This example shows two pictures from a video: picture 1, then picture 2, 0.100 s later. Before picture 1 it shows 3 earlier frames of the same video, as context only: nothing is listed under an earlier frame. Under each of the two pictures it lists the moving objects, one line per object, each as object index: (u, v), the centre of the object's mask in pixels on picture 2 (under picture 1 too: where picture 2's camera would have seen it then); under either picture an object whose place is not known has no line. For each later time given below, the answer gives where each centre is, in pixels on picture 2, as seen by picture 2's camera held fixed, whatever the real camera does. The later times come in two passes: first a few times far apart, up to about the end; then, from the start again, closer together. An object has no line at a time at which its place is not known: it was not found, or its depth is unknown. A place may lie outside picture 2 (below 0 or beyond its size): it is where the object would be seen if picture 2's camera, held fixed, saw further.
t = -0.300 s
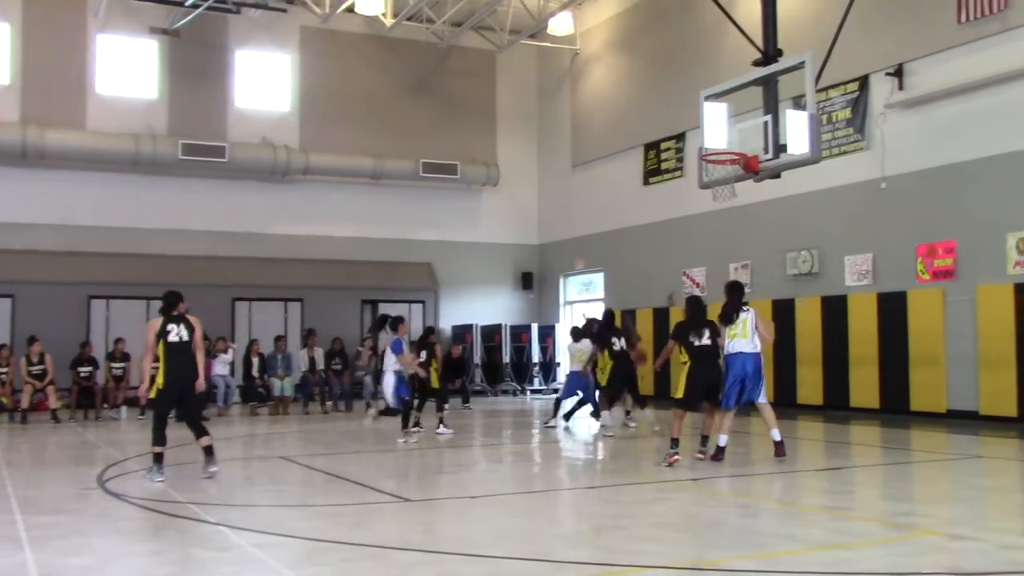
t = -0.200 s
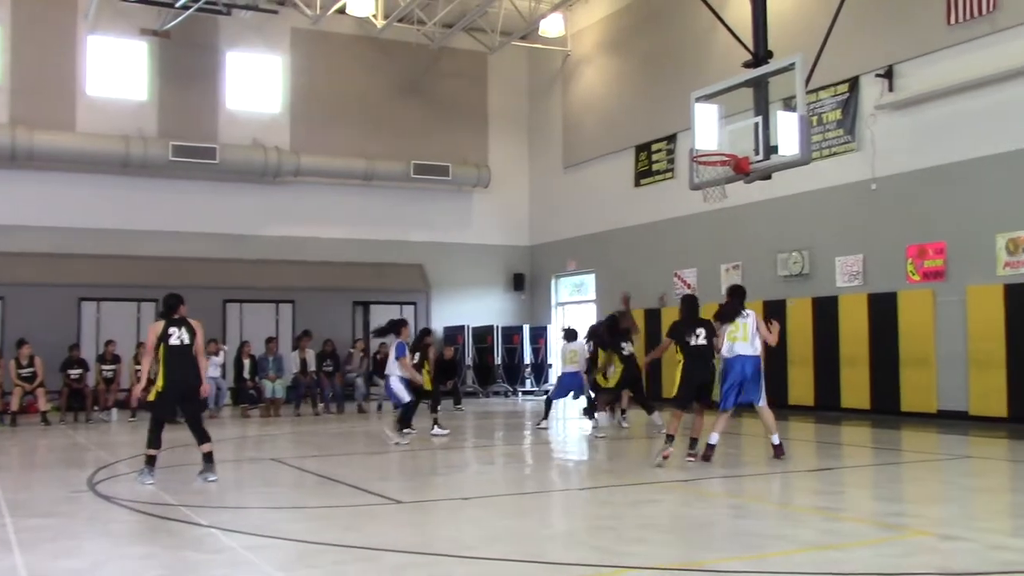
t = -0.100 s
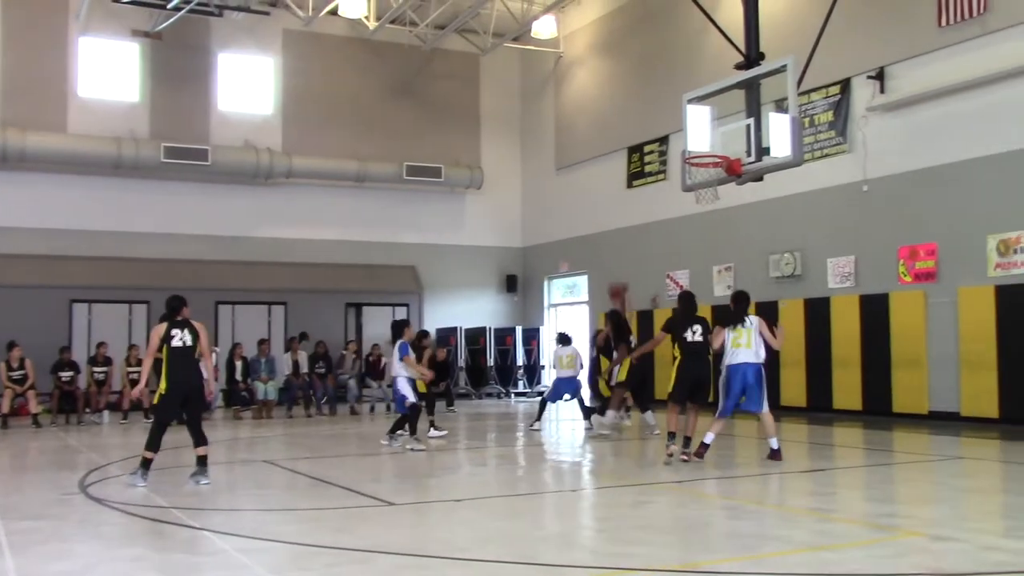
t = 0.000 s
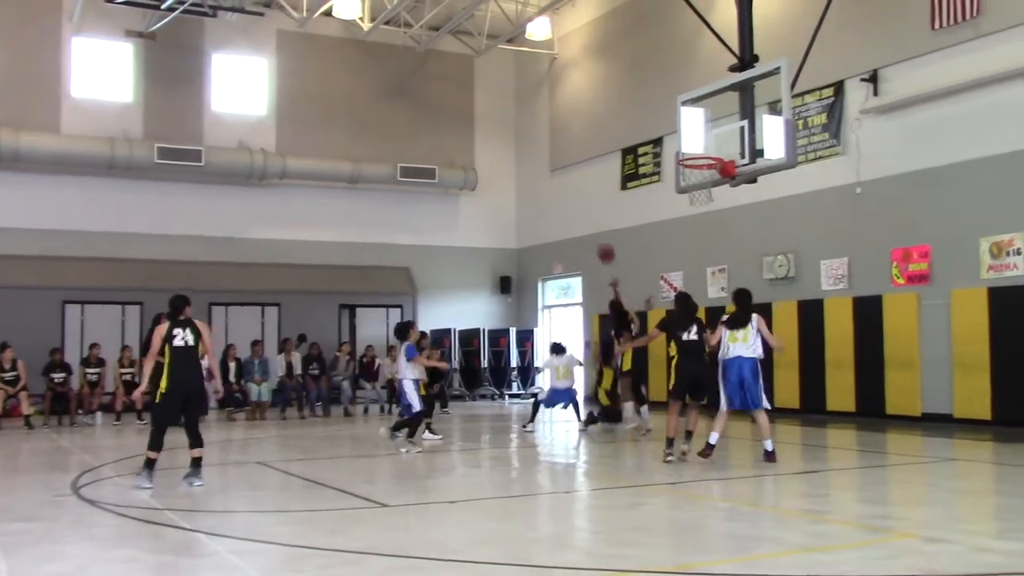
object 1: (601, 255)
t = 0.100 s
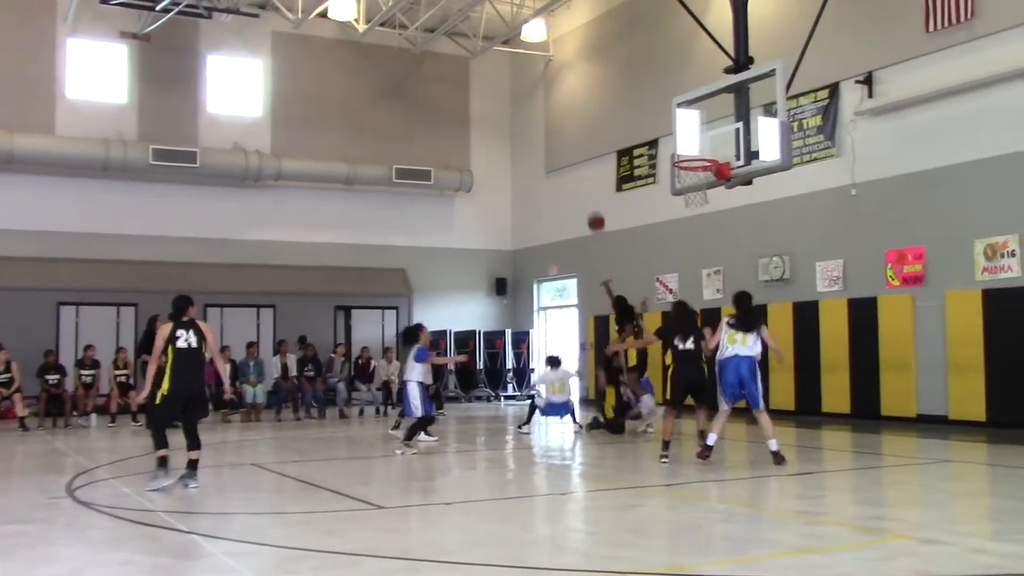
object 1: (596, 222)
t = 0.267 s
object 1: (587, 183)
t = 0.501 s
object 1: (575, 162)
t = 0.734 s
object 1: (564, 183)
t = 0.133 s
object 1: (594, 213)
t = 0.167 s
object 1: (592, 203)
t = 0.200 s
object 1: (590, 196)
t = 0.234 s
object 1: (589, 189)
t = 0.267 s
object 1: (587, 183)
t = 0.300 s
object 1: (585, 177)
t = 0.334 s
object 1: (584, 172)
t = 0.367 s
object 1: (582, 168)
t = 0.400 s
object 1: (580, 166)
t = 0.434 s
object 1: (578, 163)
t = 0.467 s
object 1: (577, 162)
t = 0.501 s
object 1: (575, 162)
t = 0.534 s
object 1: (574, 162)
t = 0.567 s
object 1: (572, 163)
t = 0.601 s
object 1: (571, 165)
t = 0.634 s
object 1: (569, 168)
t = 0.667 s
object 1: (567, 172)
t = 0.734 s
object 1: (564, 183)
